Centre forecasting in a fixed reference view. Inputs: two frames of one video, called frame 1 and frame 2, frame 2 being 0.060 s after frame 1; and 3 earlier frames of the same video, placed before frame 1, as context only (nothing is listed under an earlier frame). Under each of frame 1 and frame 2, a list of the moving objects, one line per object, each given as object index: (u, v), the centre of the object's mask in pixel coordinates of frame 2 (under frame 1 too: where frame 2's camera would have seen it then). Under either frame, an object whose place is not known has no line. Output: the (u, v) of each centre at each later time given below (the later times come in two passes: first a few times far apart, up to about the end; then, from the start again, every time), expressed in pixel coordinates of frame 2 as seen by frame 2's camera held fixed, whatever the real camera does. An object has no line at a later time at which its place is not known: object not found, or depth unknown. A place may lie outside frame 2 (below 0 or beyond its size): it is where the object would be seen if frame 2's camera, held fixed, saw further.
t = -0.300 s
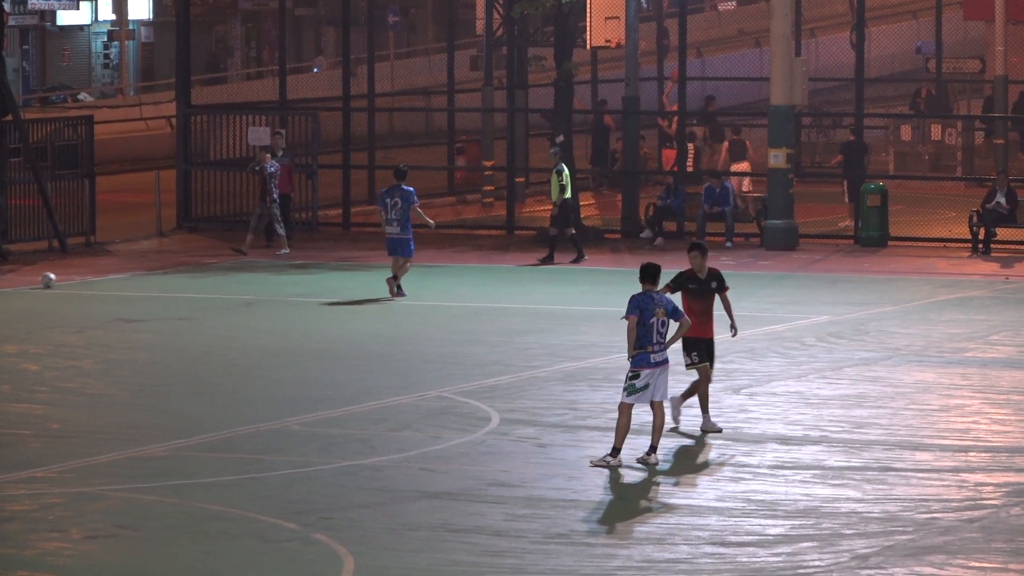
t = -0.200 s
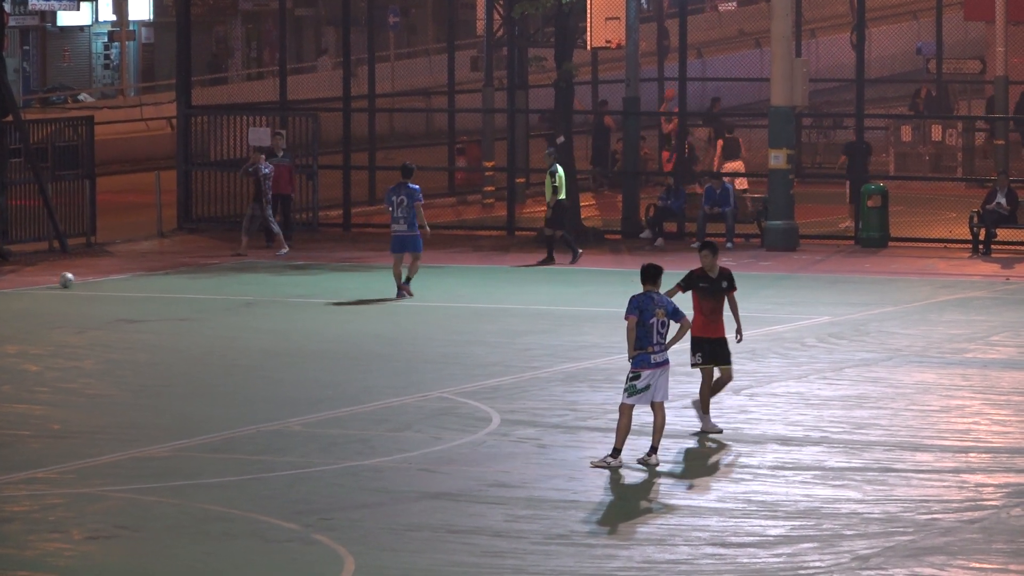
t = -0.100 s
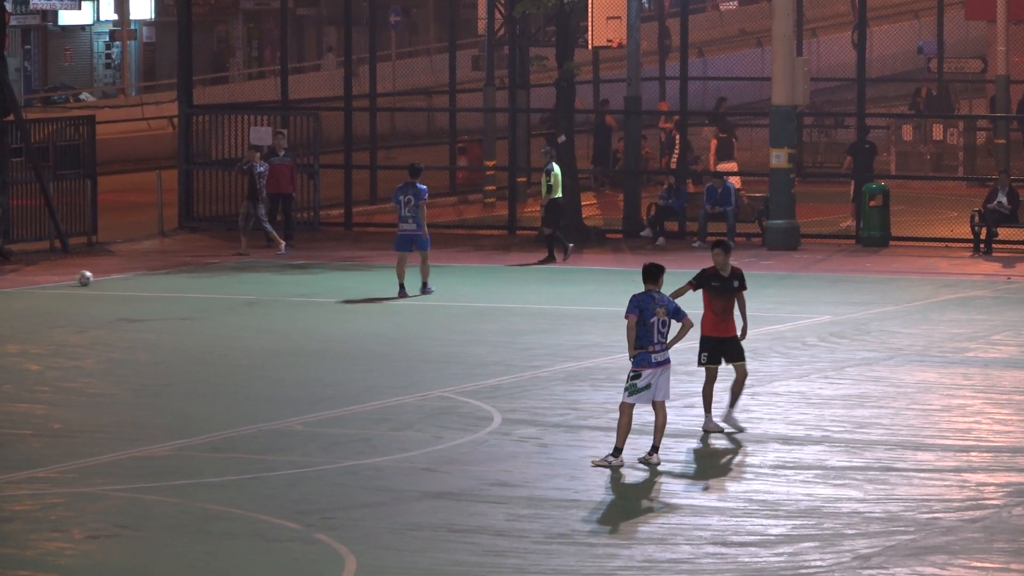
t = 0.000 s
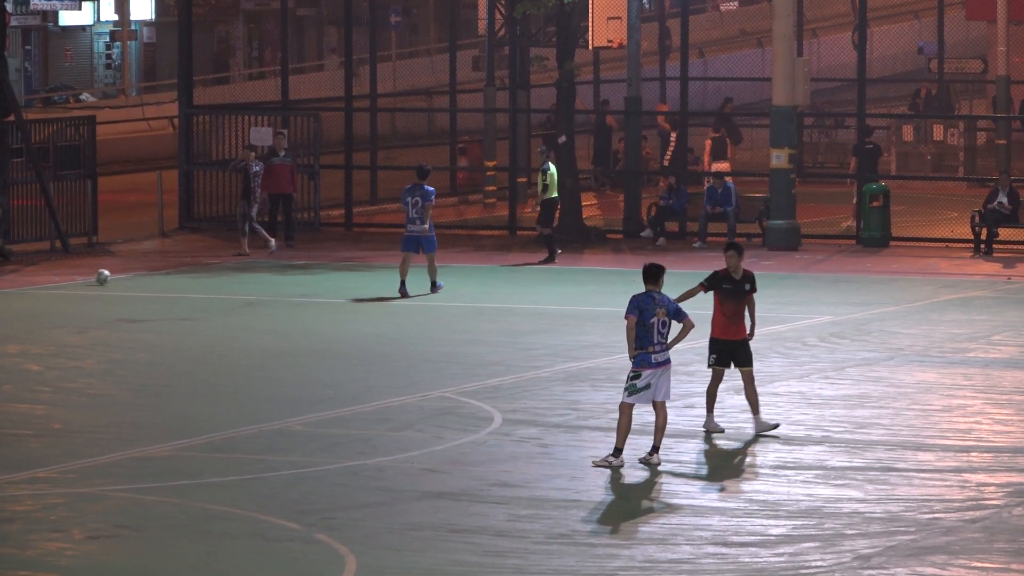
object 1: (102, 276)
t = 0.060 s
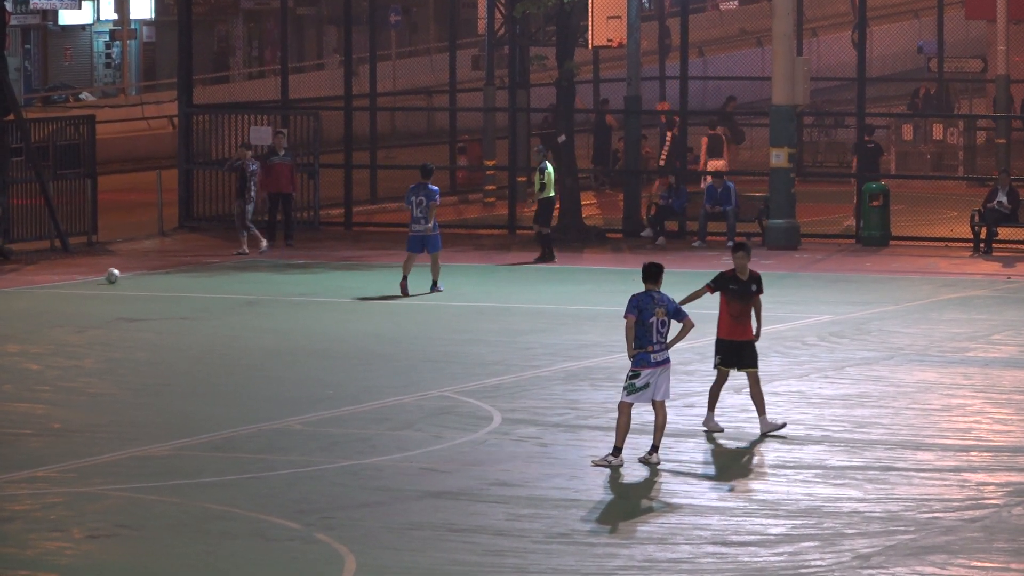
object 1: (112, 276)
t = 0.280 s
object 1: (148, 274)
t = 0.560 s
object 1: (193, 271)
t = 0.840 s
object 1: (236, 268)
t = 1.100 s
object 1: (274, 266)
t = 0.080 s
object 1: (116, 275)
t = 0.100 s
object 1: (119, 275)
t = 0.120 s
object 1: (122, 275)
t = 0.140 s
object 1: (125, 275)
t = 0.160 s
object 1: (128, 275)
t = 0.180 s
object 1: (132, 275)
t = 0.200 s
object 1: (135, 274)
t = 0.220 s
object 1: (138, 274)
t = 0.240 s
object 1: (142, 274)
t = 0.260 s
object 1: (145, 274)
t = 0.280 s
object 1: (148, 274)
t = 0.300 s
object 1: (152, 274)
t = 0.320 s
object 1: (155, 273)
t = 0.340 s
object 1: (158, 273)
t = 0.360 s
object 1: (161, 272)
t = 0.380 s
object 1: (164, 272)
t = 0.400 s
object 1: (167, 272)
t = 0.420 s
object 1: (171, 272)
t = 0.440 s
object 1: (174, 272)
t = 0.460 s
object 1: (177, 271)
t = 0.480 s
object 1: (180, 271)
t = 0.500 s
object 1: (183, 271)
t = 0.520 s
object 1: (187, 271)
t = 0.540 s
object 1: (190, 271)
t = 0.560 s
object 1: (193, 271)
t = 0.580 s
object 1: (196, 270)
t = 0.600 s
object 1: (199, 271)
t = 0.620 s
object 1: (202, 271)
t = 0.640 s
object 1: (205, 270)
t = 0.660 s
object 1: (208, 270)
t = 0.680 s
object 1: (211, 270)
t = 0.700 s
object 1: (214, 269)
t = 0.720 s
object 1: (217, 269)
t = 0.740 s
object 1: (220, 269)
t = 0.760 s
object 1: (224, 269)
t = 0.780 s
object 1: (227, 269)
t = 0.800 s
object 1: (230, 269)
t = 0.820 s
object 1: (233, 268)
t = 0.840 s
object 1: (236, 268)
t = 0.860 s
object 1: (239, 268)
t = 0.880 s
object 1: (242, 268)
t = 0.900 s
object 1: (245, 268)
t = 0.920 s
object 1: (247, 268)
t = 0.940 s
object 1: (250, 268)
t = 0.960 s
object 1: (253, 267)
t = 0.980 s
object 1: (256, 267)
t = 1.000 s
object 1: (259, 267)
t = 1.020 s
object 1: (263, 267)
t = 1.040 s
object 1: (266, 266)
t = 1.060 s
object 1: (269, 266)
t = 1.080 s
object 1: (271, 266)
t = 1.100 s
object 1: (274, 266)
